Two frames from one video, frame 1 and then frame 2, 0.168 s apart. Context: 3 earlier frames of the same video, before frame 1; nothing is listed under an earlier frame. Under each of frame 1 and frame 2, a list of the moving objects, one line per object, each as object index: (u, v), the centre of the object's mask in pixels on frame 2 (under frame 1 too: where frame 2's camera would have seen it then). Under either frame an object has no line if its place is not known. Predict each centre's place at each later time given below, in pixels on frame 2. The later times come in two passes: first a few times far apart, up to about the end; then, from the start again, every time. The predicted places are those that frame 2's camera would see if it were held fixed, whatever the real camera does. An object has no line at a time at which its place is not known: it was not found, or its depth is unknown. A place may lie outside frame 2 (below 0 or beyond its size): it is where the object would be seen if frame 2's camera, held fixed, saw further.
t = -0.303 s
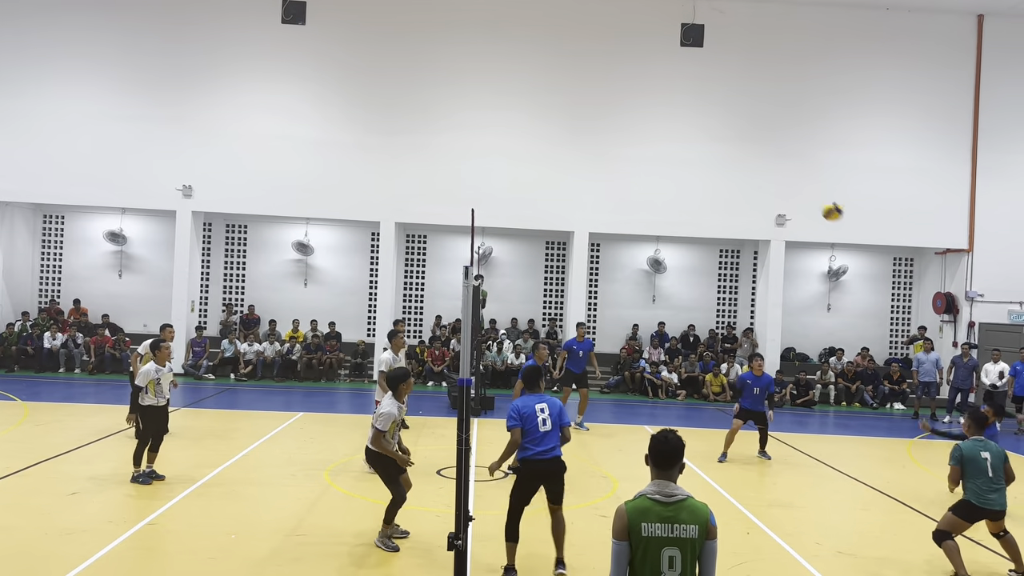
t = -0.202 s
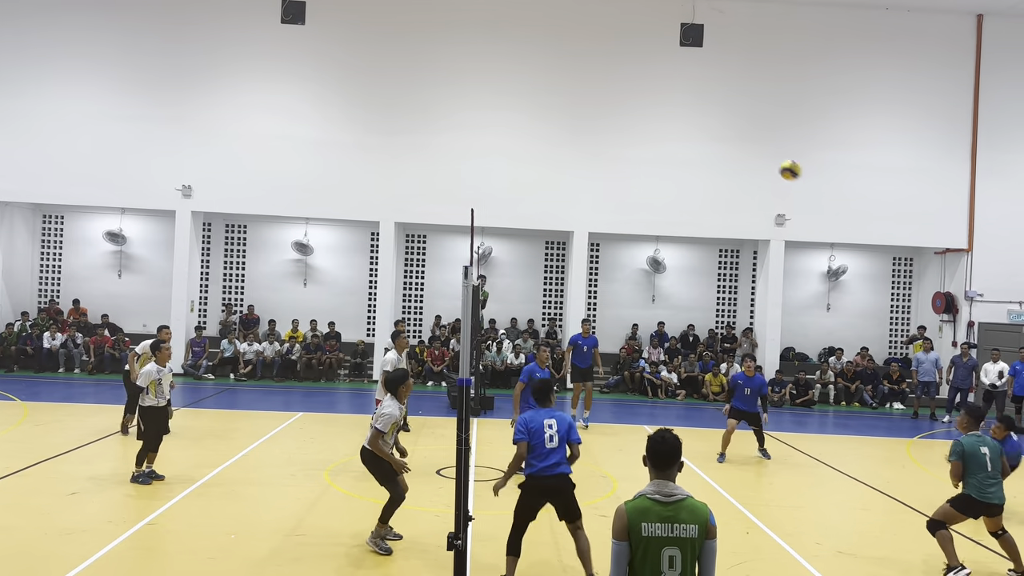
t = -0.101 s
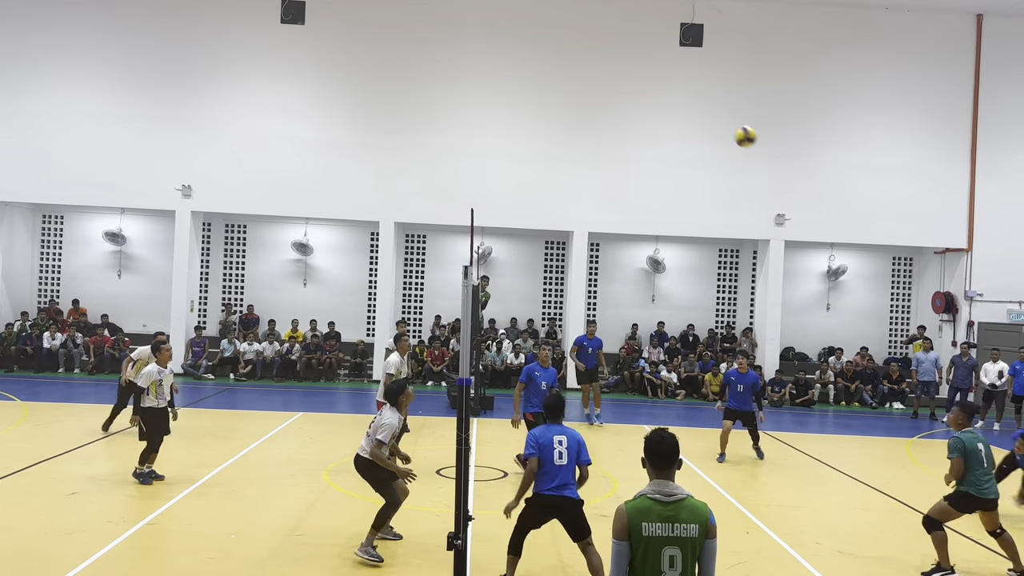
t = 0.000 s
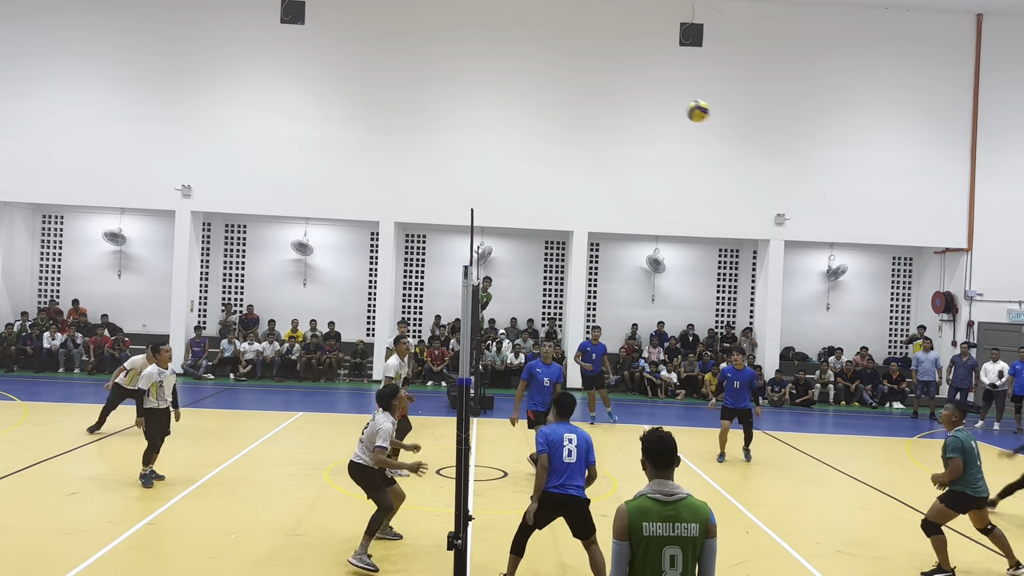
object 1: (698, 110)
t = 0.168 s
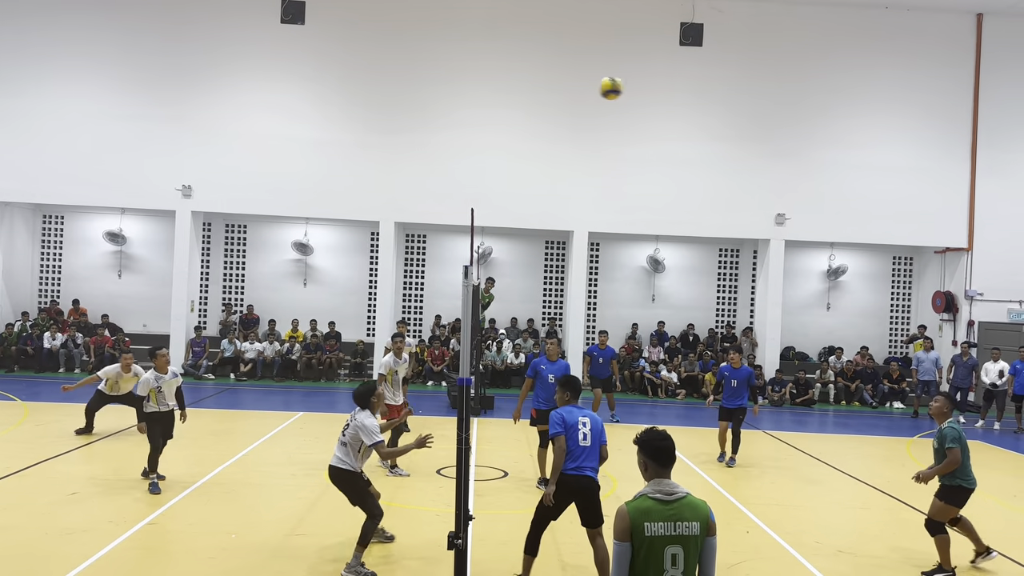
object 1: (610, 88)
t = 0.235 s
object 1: (573, 86)
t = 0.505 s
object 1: (403, 128)
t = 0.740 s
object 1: (220, 242)
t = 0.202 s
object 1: (592, 86)
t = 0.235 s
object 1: (573, 86)
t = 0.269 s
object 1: (553, 87)
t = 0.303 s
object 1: (534, 88)
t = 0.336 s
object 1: (513, 91)
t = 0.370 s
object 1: (491, 96)
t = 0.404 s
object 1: (471, 102)
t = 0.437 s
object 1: (448, 109)
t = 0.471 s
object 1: (425, 118)
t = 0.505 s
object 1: (403, 128)
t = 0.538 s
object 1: (378, 140)
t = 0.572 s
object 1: (355, 152)
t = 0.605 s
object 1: (330, 166)
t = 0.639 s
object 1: (303, 184)
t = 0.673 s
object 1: (277, 201)
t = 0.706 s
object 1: (248, 221)
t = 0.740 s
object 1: (220, 242)
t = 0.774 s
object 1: (191, 266)
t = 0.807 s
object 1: (161, 293)
